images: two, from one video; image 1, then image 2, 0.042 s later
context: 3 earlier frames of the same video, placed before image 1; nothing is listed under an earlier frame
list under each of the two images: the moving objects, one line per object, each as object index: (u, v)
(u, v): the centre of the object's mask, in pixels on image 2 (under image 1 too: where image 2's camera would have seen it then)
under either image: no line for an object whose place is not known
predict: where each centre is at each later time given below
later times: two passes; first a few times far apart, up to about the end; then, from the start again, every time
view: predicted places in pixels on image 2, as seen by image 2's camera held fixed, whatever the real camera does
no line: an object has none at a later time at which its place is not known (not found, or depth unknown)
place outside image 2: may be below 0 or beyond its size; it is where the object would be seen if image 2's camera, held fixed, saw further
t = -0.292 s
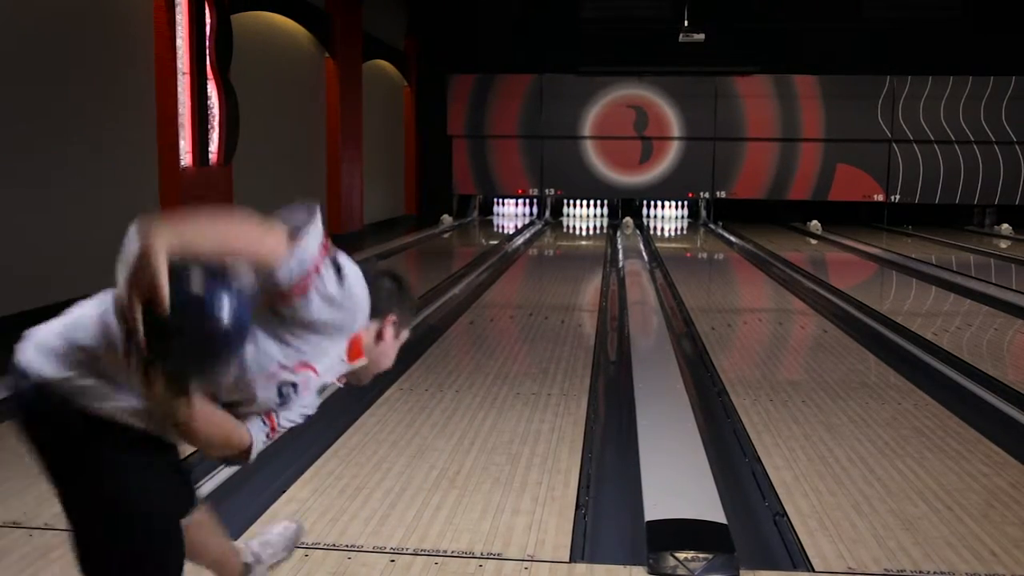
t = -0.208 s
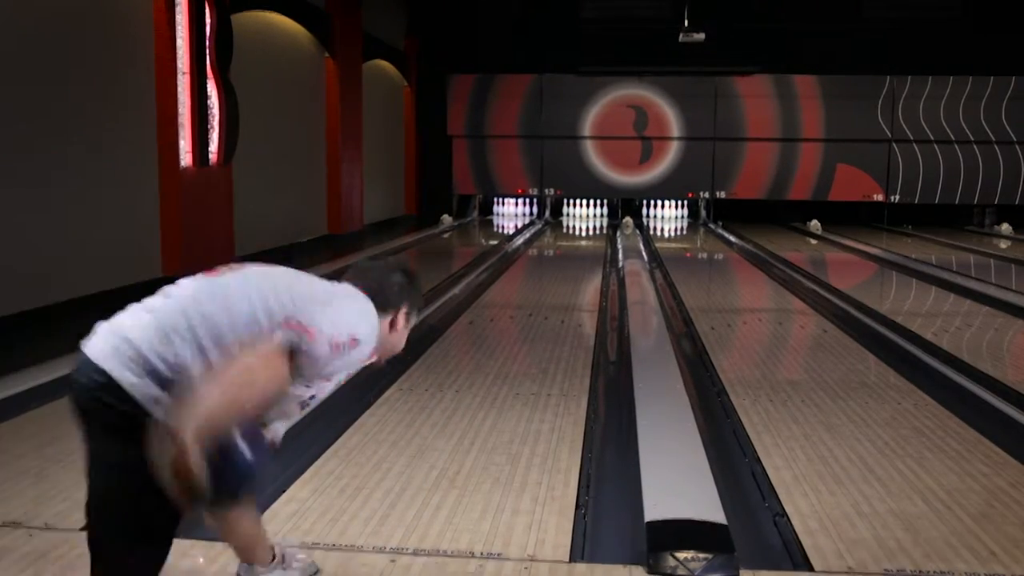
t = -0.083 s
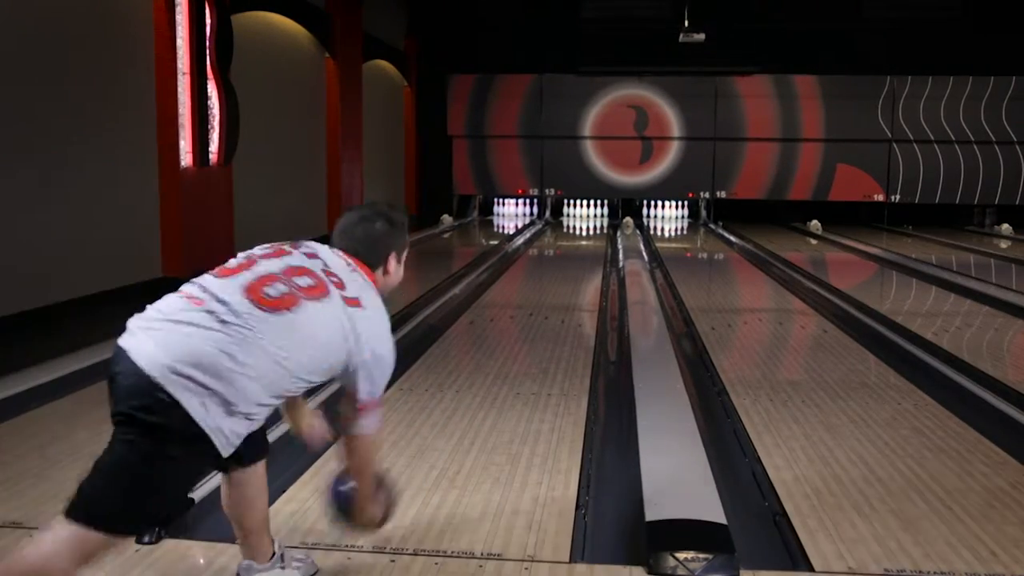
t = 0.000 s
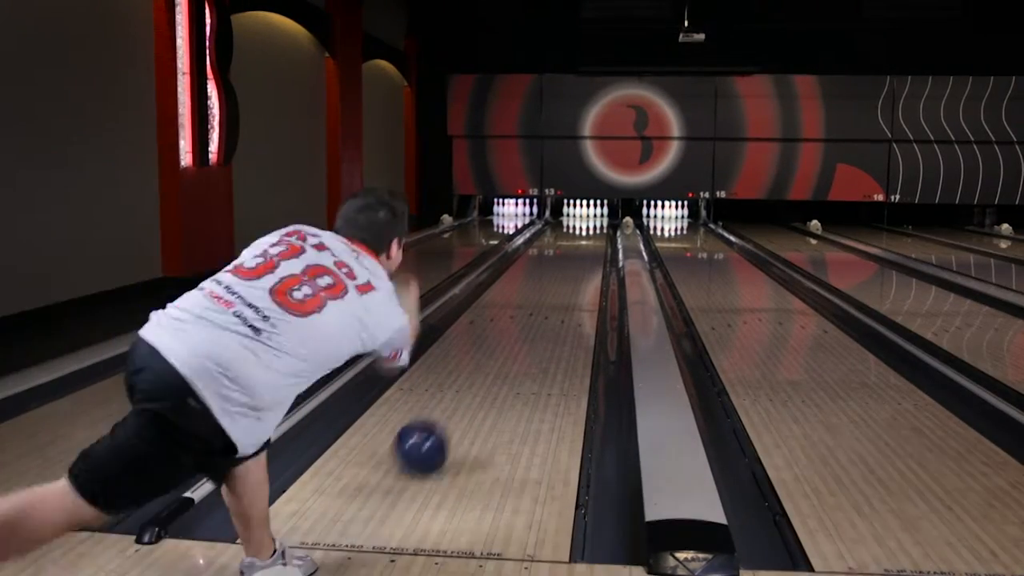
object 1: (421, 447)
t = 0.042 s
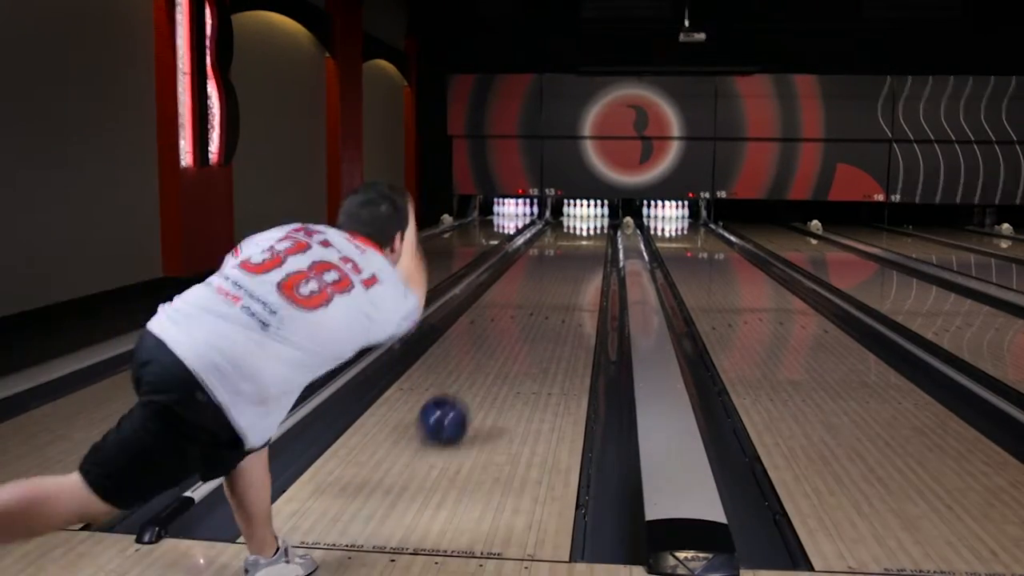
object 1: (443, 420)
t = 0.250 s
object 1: (510, 343)
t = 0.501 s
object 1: (549, 294)
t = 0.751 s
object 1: (571, 267)
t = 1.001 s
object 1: (584, 249)
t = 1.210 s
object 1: (591, 237)
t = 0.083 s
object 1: (461, 402)
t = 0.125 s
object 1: (476, 384)
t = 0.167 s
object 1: (489, 369)
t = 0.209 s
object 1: (501, 355)
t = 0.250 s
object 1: (510, 343)
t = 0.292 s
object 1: (519, 333)
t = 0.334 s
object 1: (526, 324)
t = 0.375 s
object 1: (533, 315)
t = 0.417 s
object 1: (540, 307)
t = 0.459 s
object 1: (545, 300)
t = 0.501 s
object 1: (549, 294)
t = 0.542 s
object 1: (554, 288)
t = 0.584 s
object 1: (558, 283)
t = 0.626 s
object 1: (562, 278)
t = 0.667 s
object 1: (565, 274)
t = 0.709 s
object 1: (568, 270)
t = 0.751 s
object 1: (571, 267)
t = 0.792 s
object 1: (574, 263)
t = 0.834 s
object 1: (576, 260)
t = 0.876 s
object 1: (578, 257)
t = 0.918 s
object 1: (580, 254)
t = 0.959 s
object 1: (582, 251)
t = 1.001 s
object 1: (584, 249)
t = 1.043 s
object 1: (585, 246)
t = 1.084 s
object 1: (587, 244)
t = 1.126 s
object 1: (588, 241)
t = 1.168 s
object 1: (589, 240)
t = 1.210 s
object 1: (591, 237)
